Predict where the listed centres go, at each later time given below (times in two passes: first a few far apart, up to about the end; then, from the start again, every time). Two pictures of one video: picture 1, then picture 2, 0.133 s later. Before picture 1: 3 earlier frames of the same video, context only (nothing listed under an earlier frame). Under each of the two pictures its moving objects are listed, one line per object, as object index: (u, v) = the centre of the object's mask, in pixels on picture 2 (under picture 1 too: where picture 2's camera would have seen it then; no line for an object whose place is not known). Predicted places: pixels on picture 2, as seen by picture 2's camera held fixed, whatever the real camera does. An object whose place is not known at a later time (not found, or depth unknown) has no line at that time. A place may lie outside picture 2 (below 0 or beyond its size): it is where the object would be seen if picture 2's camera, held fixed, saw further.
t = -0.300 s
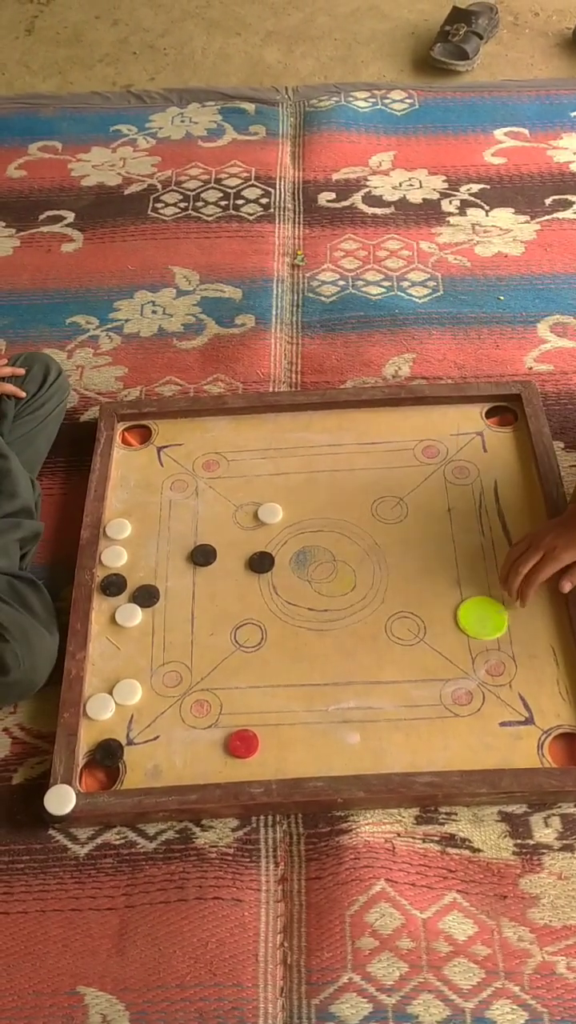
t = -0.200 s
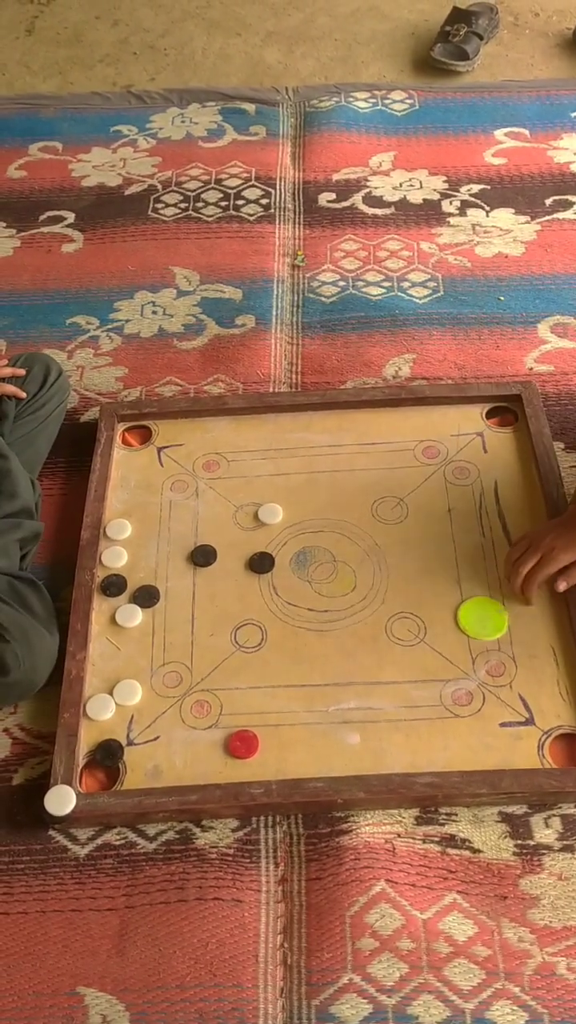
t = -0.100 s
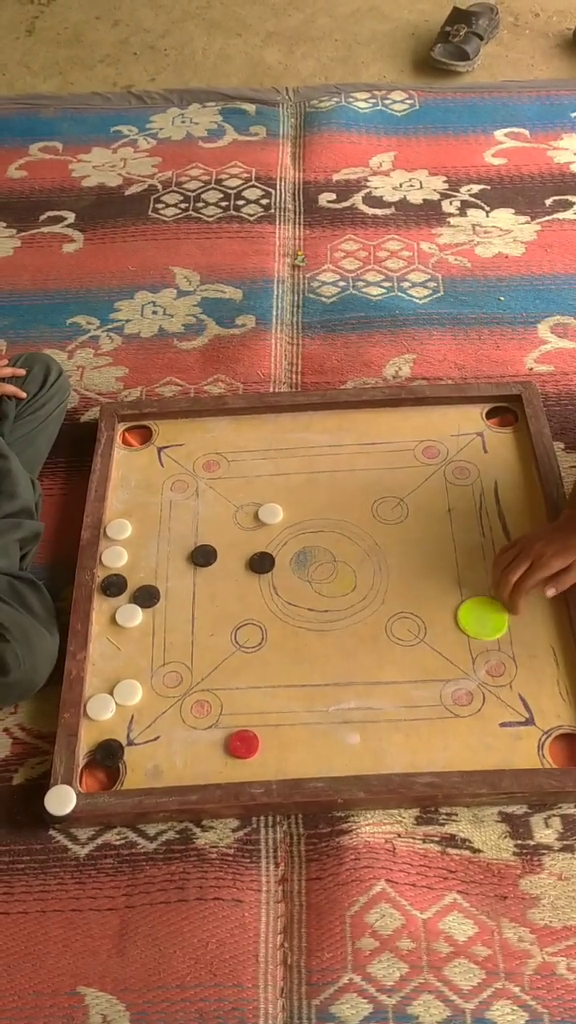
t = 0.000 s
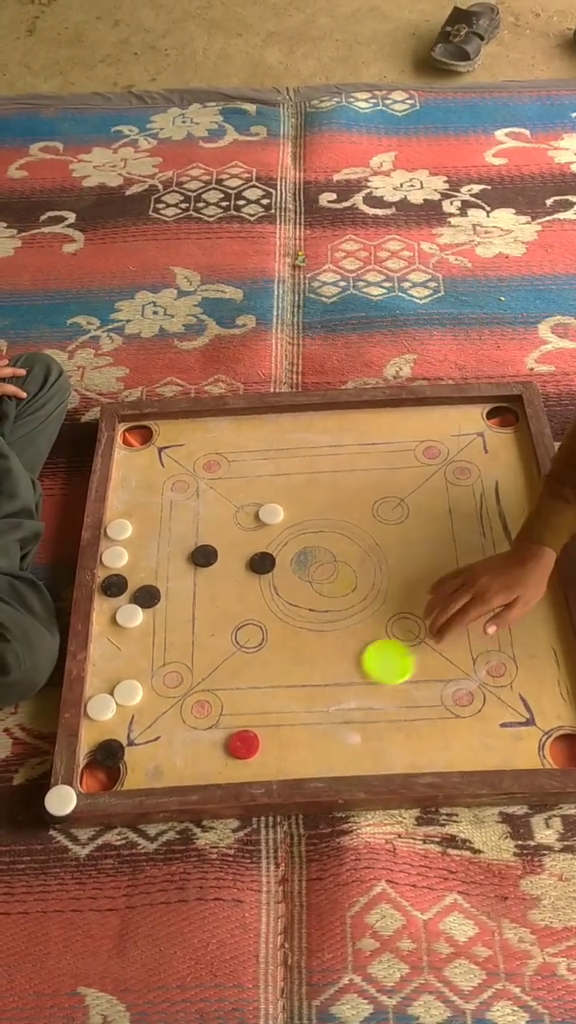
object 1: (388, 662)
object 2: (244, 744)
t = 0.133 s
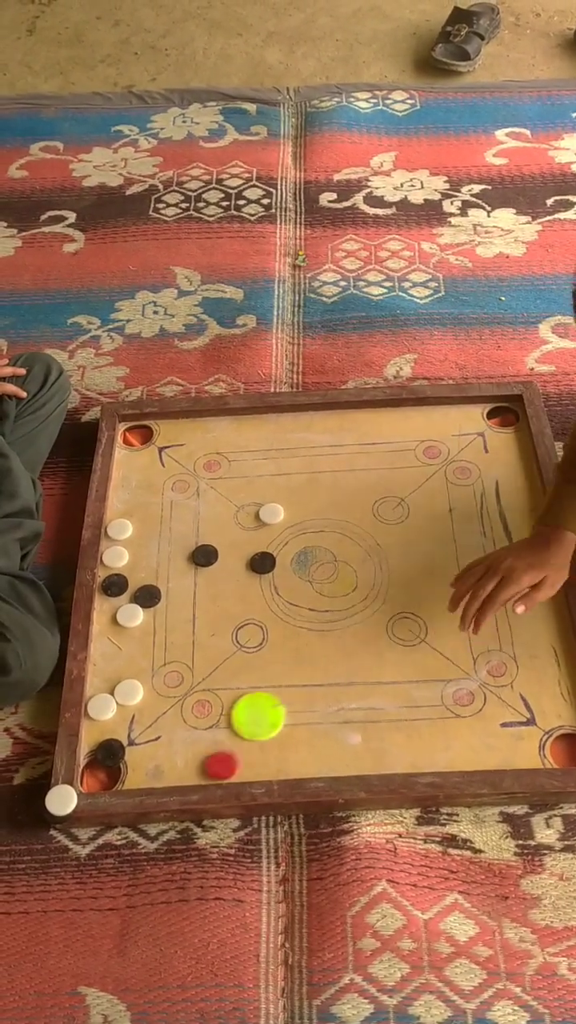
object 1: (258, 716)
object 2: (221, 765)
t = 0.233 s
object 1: (205, 723)
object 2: (162, 747)
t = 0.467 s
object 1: (149, 729)
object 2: (97, 728)
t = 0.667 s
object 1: (149, 729)
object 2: (98, 728)
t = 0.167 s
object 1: (239, 719)
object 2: (198, 768)
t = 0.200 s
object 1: (222, 721)
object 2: (180, 757)
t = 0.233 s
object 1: (205, 723)
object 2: (162, 747)
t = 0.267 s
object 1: (191, 725)
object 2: (147, 739)
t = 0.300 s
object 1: (178, 726)
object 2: (133, 731)
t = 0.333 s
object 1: (167, 728)
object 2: (120, 725)
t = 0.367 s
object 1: (158, 728)
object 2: (114, 725)
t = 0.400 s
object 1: (153, 729)
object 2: (107, 727)
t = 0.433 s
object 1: (150, 729)
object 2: (100, 728)
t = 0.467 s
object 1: (149, 729)
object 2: (97, 728)
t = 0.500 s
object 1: (149, 729)
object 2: (98, 728)
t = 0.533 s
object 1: (149, 729)
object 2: (98, 728)
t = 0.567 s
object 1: (149, 729)
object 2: (98, 728)
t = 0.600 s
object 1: (149, 729)
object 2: (98, 728)
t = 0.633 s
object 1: (149, 729)
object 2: (98, 728)
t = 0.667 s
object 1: (149, 729)
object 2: (98, 728)
